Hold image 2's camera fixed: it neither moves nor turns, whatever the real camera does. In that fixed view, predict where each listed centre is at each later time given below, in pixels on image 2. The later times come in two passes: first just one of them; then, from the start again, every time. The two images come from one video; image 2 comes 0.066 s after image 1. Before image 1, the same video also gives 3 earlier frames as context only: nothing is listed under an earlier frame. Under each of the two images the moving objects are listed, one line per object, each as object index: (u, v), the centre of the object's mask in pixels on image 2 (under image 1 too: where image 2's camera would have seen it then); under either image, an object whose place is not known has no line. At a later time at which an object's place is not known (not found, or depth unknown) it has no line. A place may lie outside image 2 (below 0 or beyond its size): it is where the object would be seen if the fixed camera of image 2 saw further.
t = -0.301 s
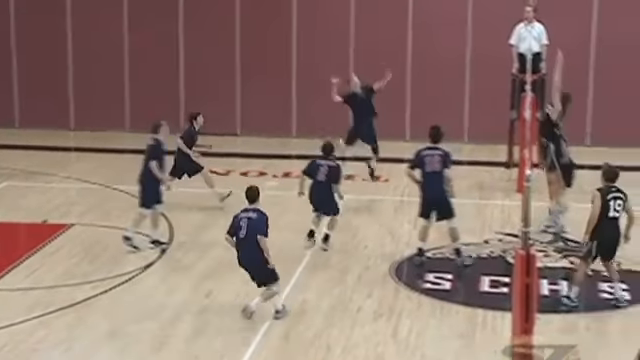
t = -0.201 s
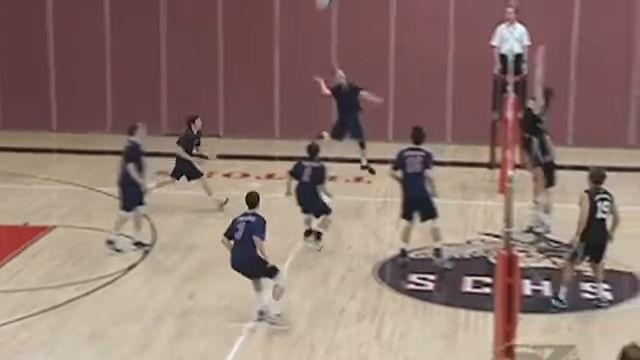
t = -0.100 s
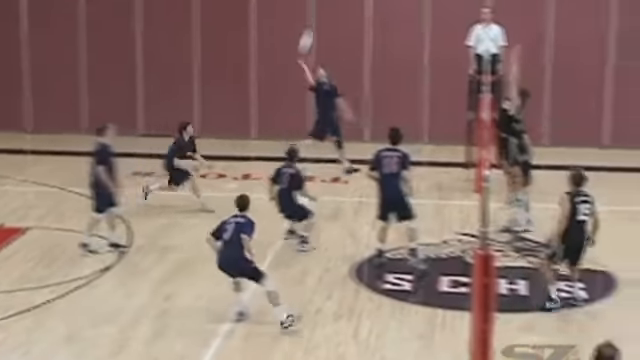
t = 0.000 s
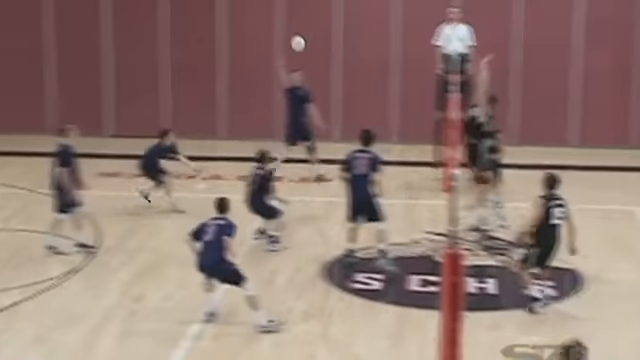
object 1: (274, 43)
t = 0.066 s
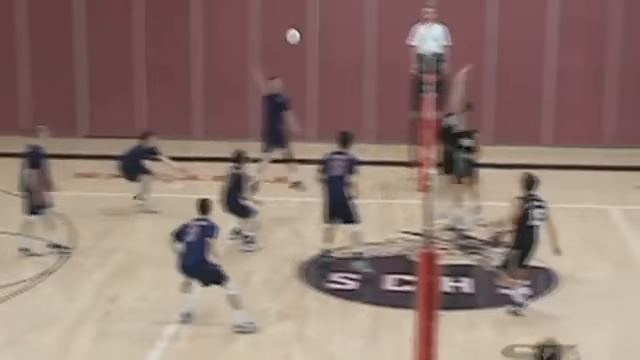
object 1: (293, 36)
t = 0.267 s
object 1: (353, 32)
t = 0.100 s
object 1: (302, 33)
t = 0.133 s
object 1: (312, 32)
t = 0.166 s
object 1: (323, 31)
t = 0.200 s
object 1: (332, 30)
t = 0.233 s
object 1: (342, 31)
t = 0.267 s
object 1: (353, 32)
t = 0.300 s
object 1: (363, 34)
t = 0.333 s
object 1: (373, 37)
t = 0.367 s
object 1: (383, 40)
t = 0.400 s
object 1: (393, 44)
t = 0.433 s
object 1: (403, 50)
